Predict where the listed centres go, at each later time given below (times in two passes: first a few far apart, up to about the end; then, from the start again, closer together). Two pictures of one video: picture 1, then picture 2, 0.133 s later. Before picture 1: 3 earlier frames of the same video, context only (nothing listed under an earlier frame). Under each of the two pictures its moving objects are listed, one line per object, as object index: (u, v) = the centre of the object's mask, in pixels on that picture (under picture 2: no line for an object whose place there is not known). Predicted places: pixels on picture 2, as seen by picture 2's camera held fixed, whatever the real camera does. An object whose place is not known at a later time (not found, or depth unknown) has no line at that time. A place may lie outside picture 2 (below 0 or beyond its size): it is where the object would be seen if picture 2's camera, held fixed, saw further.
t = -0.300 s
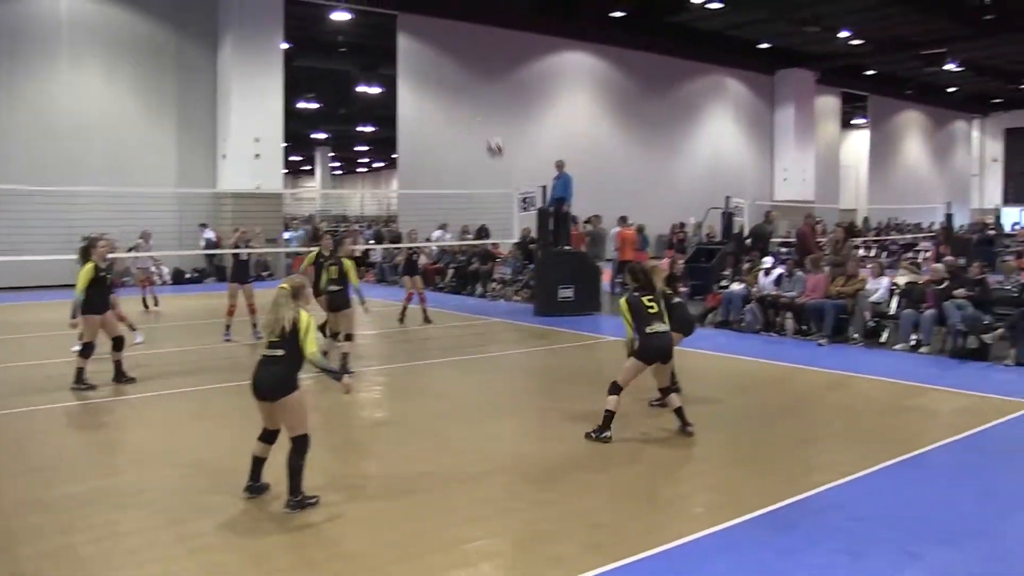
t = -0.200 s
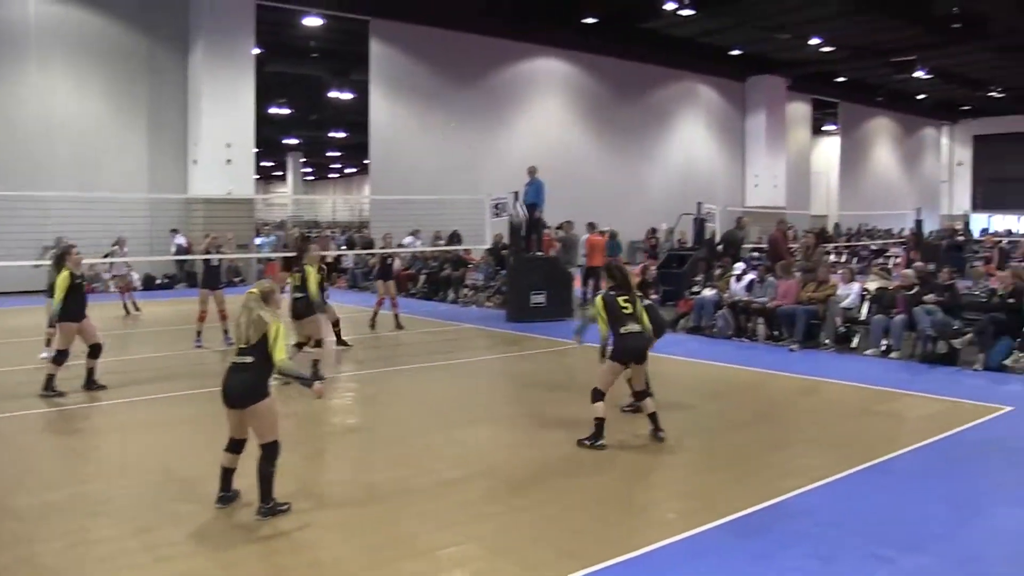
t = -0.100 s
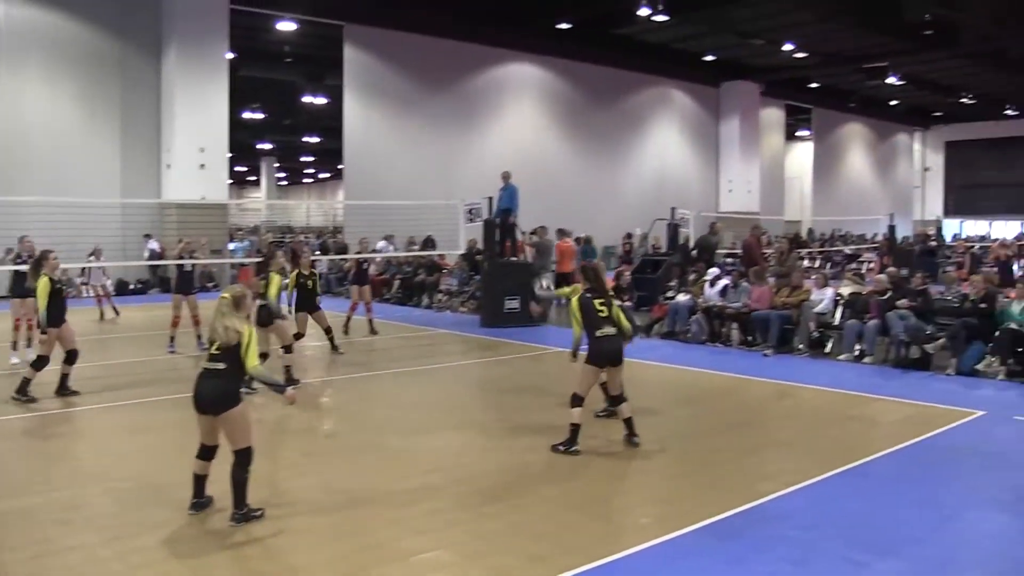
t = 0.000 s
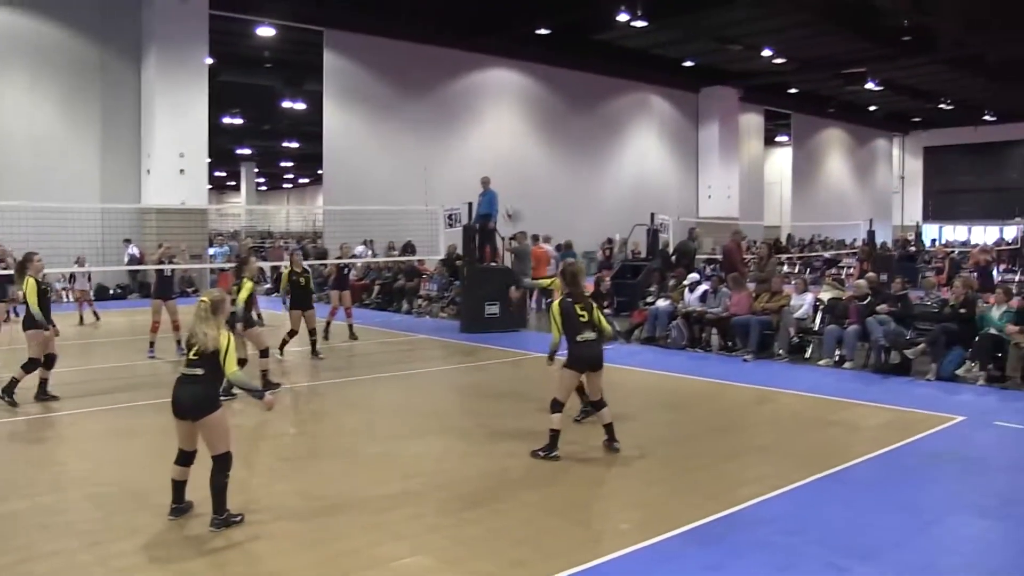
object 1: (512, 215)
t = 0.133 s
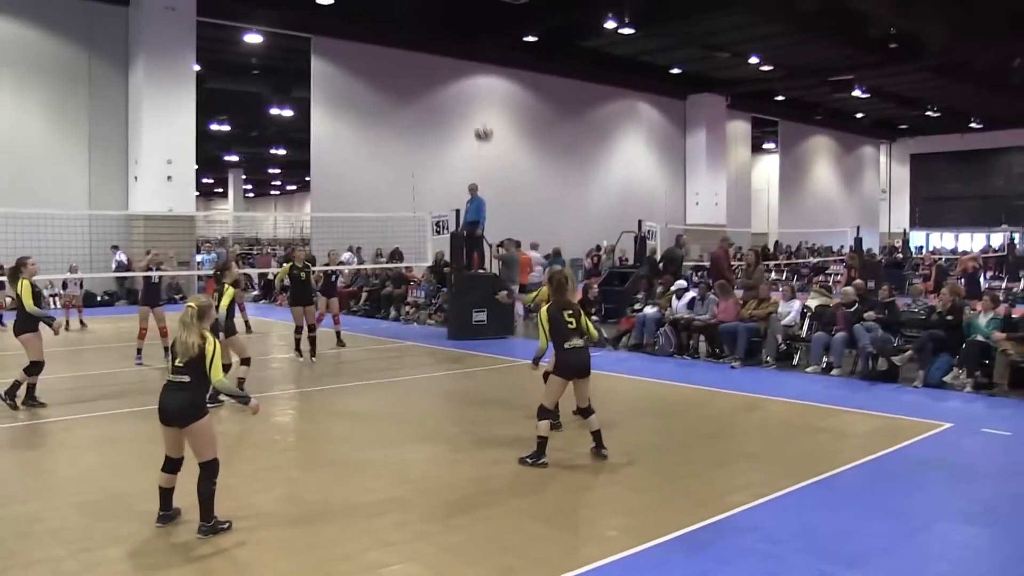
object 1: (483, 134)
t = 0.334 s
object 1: (462, 46)
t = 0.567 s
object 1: (441, -3)
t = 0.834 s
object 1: (422, -4)
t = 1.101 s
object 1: (407, 43)
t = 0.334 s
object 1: (462, 46)
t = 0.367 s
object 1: (459, 36)
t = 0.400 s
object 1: (456, 27)
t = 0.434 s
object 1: (453, 19)
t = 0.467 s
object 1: (450, 12)
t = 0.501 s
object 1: (447, 6)
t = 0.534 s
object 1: (444, 1)
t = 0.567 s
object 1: (441, -3)
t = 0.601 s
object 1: (439, -6)
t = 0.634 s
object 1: (436, -8)
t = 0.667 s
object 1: (434, -9)
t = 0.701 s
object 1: (431, -10)
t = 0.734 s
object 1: (429, -9)
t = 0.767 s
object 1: (426, -8)
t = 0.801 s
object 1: (424, -6)
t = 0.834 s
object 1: (422, -4)
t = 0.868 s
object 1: (420, 0)
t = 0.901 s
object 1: (418, 4)
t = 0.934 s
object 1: (416, 9)
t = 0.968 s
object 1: (414, 15)
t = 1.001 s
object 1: (412, 21)
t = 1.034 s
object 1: (410, 28)
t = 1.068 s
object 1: (409, 36)
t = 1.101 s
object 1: (407, 43)
